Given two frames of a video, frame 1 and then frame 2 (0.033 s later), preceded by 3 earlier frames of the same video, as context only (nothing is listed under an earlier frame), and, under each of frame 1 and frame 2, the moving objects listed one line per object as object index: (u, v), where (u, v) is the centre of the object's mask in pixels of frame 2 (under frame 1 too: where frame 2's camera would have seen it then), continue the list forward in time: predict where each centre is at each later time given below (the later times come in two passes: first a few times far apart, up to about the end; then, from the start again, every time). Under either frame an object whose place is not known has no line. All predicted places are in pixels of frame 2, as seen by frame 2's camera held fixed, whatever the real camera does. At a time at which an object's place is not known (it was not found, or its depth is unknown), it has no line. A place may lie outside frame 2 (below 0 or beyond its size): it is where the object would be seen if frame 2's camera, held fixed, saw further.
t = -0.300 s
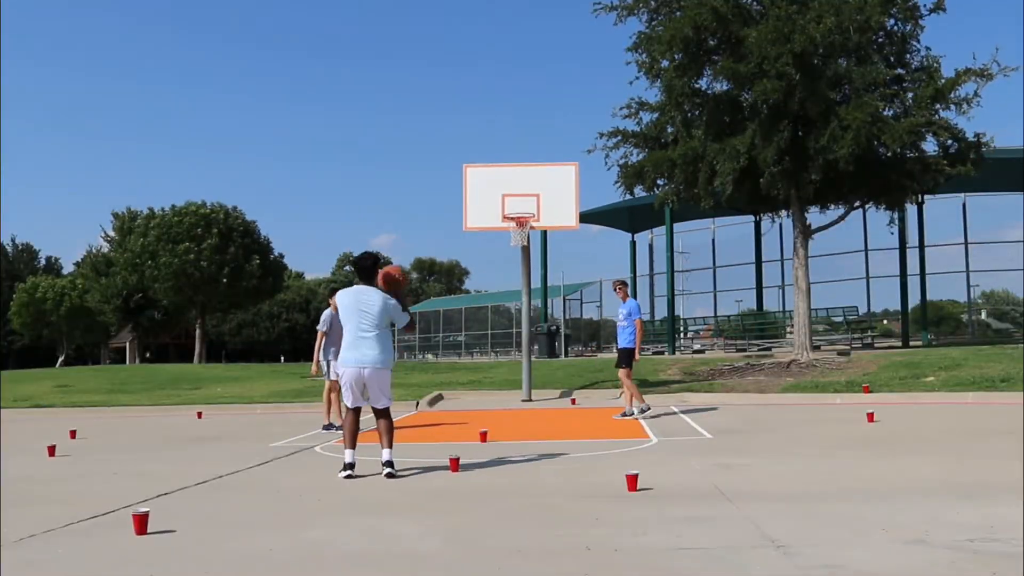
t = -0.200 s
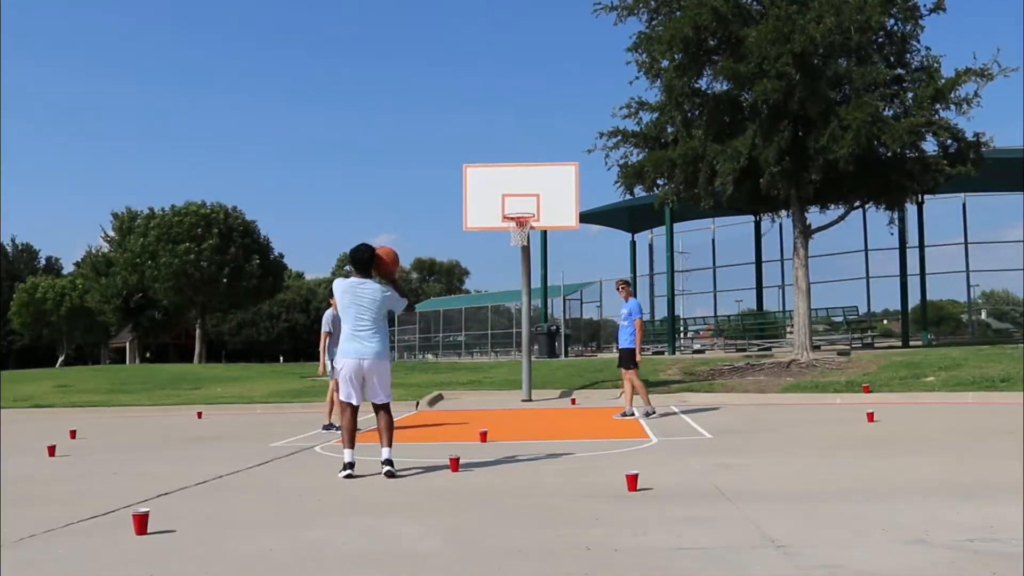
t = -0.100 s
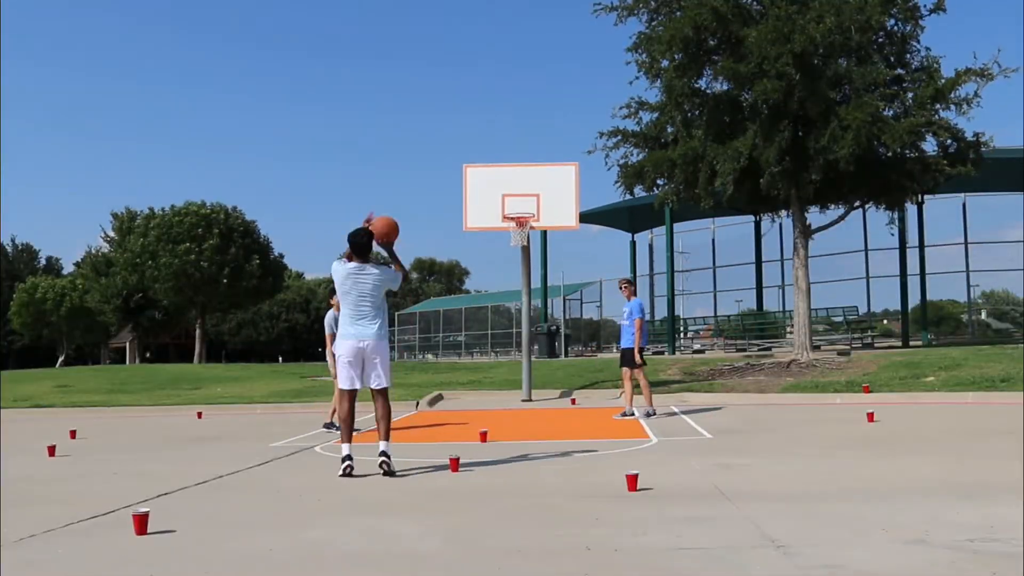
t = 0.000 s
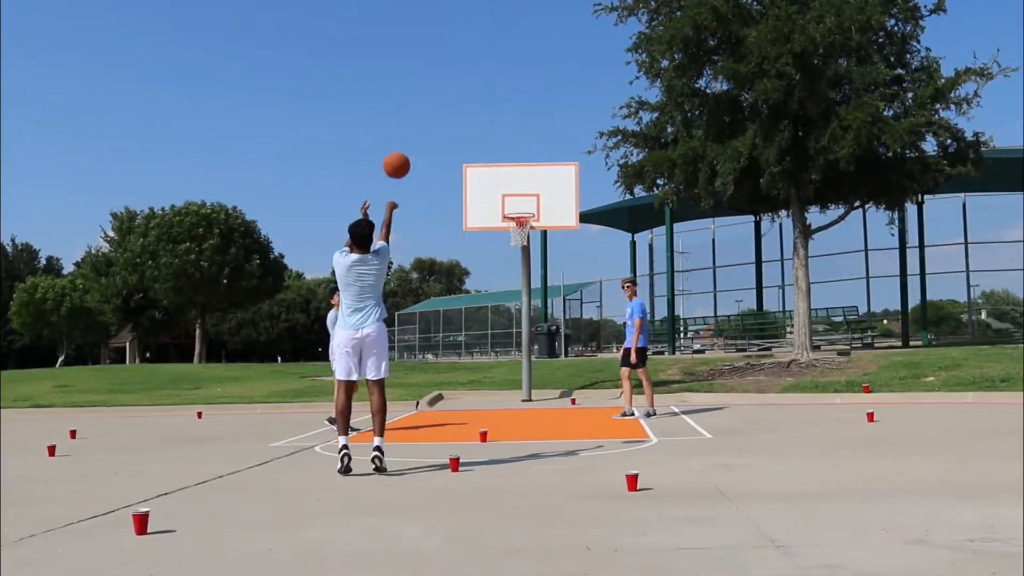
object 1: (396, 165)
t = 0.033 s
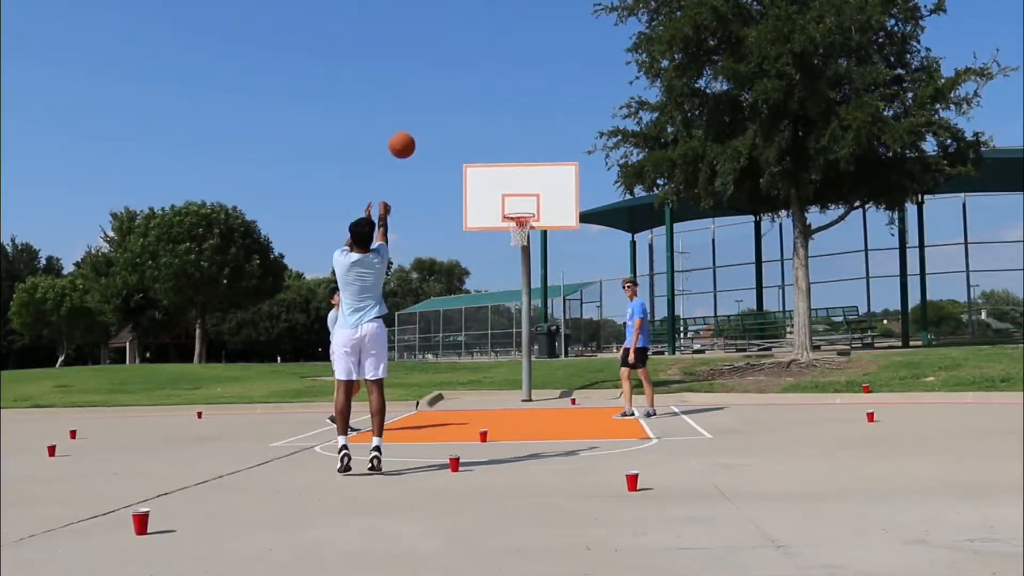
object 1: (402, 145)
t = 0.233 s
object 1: (431, 63)
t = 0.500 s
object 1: (462, 31)
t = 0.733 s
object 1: (483, 50)
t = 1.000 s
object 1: (503, 113)
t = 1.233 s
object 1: (519, 195)
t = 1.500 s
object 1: (519, 190)
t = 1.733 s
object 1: (512, 175)
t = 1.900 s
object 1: (507, 185)
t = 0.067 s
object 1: (407, 127)
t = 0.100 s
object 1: (412, 111)
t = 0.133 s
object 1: (417, 97)
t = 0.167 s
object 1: (422, 84)
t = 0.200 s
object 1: (427, 73)
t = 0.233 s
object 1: (431, 63)
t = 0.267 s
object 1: (436, 56)
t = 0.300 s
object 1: (440, 49)
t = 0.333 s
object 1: (444, 43)
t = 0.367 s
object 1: (448, 38)
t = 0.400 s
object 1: (451, 35)
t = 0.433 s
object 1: (455, 32)
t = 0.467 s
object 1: (458, 31)
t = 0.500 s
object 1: (462, 31)
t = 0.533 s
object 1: (465, 31)
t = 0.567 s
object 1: (468, 32)
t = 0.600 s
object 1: (471, 34)
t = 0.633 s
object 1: (474, 37)
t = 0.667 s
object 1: (477, 40)
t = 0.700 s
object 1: (480, 45)
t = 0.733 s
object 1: (483, 50)
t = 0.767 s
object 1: (486, 56)
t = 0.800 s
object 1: (489, 62)
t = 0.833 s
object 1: (491, 69)
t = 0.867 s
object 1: (494, 76)
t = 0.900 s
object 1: (496, 85)
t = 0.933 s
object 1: (499, 94)
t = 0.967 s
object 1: (501, 103)
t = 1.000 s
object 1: (503, 113)
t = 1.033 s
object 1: (506, 123)
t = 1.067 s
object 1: (508, 134)
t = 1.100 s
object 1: (510, 145)
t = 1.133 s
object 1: (512, 157)
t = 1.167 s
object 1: (515, 170)
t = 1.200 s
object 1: (517, 182)
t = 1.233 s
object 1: (519, 195)
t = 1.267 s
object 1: (521, 208)
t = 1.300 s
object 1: (521, 208)
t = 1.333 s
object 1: (522, 209)
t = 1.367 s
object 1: (522, 209)
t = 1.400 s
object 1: (522, 206)
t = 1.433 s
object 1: (521, 200)
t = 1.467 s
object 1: (520, 195)
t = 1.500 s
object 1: (519, 190)
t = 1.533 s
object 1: (518, 186)
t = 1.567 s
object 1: (517, 182)
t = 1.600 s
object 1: (516, 180)
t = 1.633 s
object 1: (515, 178)
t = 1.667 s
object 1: (514, 176)
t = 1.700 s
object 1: (513, 175)
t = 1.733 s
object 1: (512, 175)
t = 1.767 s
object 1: (511, 176)
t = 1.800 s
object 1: (510, 177)
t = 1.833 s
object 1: (509, 179)
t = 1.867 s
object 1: (508, 182)
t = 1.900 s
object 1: (507, 185)
